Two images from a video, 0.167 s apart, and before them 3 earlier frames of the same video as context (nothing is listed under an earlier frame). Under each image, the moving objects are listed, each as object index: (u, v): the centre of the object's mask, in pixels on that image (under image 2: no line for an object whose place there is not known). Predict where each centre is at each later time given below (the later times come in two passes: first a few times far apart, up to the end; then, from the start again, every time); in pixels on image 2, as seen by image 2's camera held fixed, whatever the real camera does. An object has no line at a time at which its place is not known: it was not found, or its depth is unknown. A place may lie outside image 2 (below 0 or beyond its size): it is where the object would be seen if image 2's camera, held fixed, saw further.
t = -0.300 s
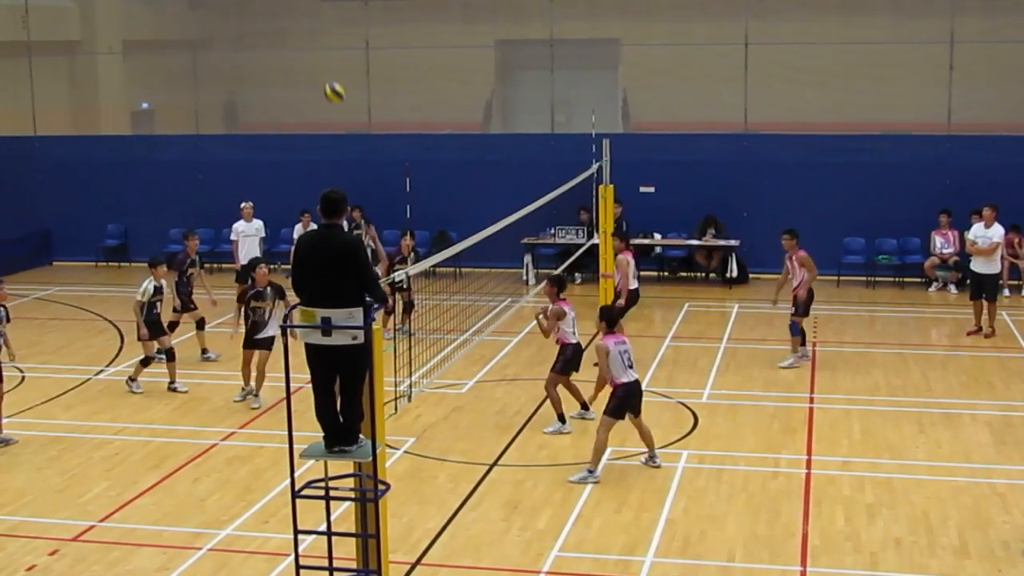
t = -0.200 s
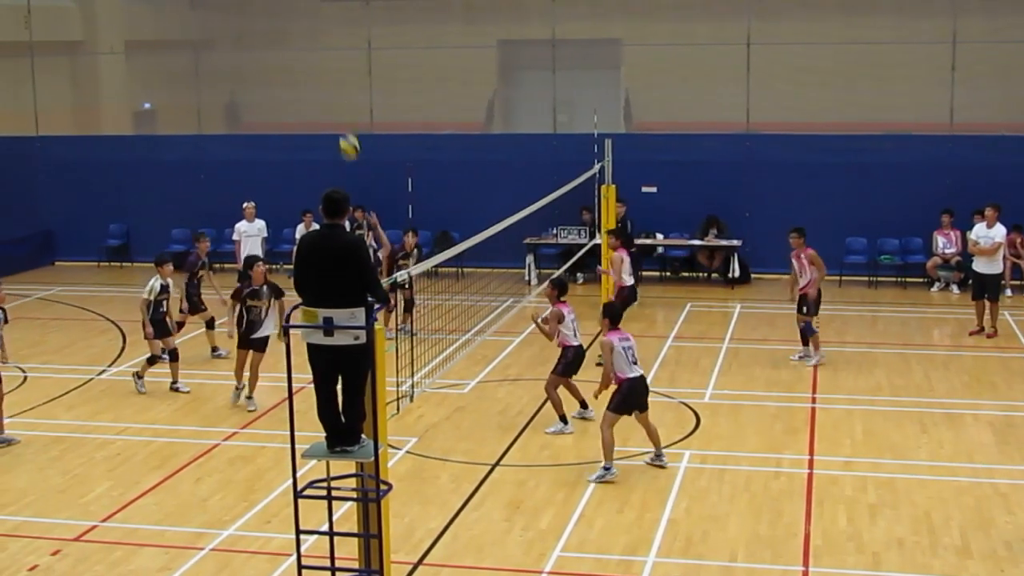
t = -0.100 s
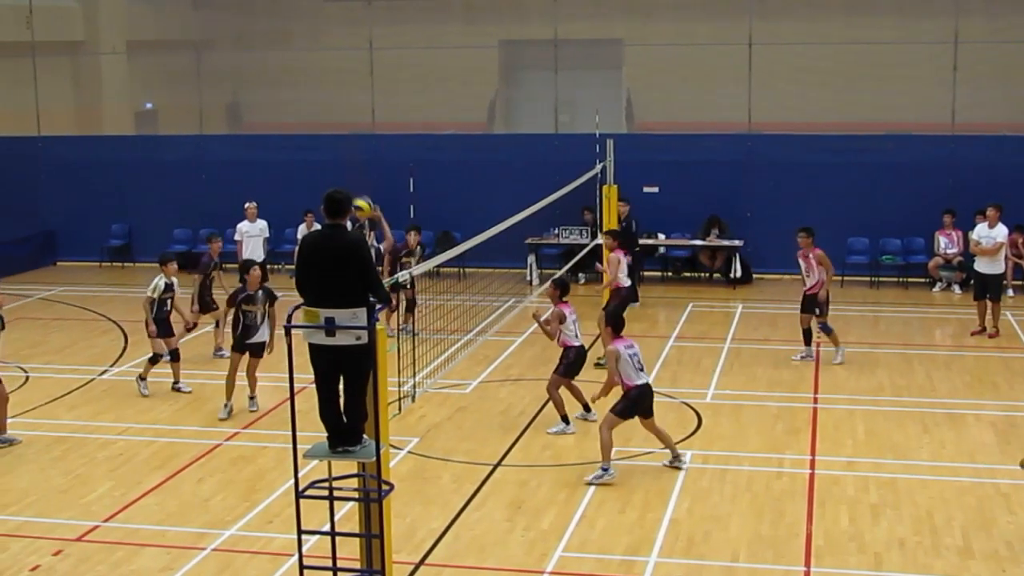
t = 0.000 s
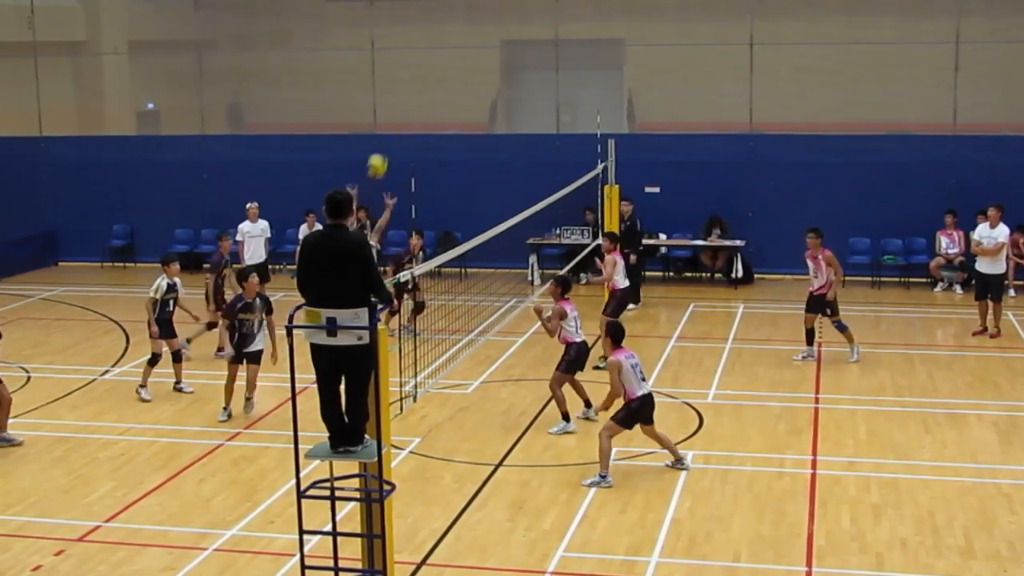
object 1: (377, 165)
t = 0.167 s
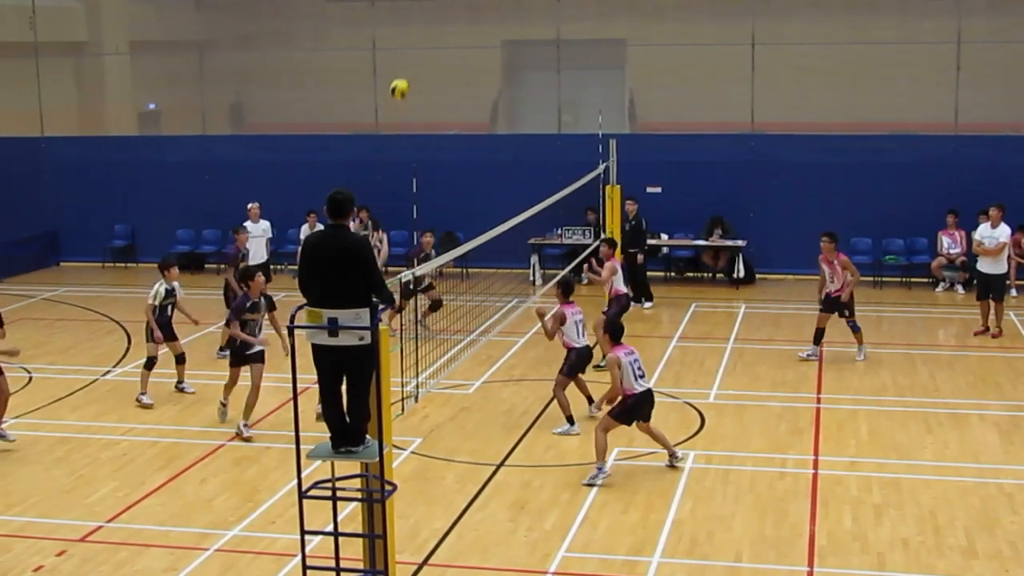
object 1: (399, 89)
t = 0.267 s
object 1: (411, 57)
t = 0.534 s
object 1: (439, 20)
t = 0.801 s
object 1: (465, 46)
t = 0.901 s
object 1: (475, 69)
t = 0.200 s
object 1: (403, 77)
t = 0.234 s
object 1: (407, 66)
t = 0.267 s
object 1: (411, 57)
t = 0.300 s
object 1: (414, 48)
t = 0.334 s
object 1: (418, 41)
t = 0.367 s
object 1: (422, 35)
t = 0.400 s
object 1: (425, 30)
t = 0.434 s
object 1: (429, 25)
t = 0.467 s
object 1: (432, 23)
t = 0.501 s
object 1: (436, 21)
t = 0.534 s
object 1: (439, 20)
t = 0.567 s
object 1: (442, 20)
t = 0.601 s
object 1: (446, 21)
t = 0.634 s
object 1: (449, 22)
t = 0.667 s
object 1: (452, 25)
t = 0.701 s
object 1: (456, 29)
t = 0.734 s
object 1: (459, 34)
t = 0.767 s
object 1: (462, 39)
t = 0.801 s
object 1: (465, 46)
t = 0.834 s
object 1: (469, 52)
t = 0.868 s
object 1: (472, 60)
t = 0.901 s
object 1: (475, 69)
